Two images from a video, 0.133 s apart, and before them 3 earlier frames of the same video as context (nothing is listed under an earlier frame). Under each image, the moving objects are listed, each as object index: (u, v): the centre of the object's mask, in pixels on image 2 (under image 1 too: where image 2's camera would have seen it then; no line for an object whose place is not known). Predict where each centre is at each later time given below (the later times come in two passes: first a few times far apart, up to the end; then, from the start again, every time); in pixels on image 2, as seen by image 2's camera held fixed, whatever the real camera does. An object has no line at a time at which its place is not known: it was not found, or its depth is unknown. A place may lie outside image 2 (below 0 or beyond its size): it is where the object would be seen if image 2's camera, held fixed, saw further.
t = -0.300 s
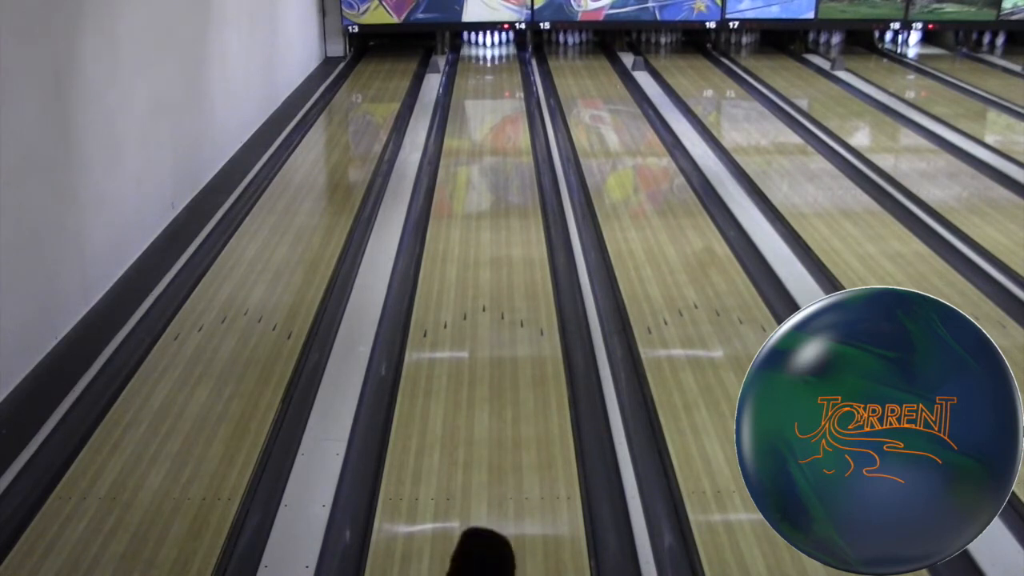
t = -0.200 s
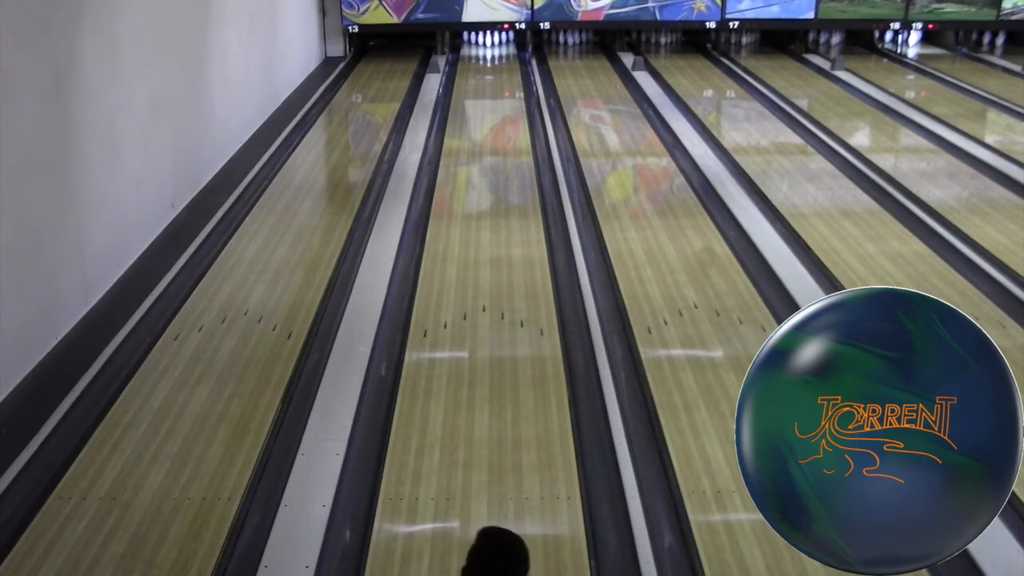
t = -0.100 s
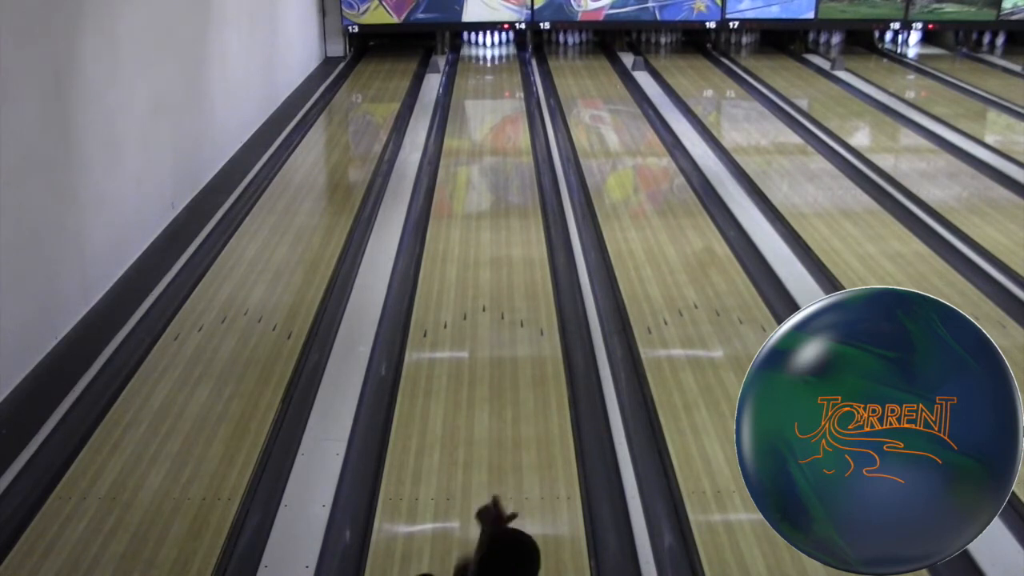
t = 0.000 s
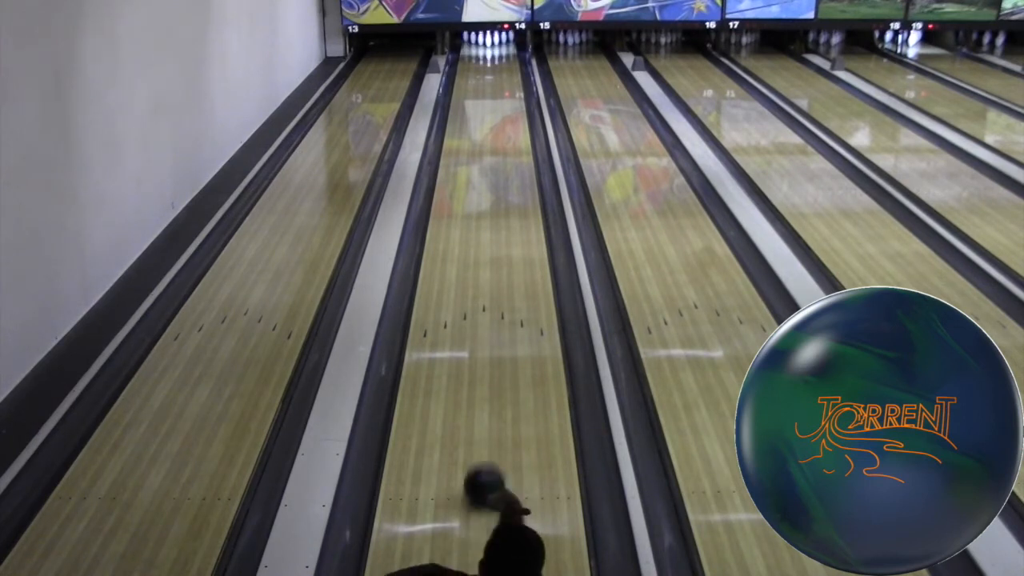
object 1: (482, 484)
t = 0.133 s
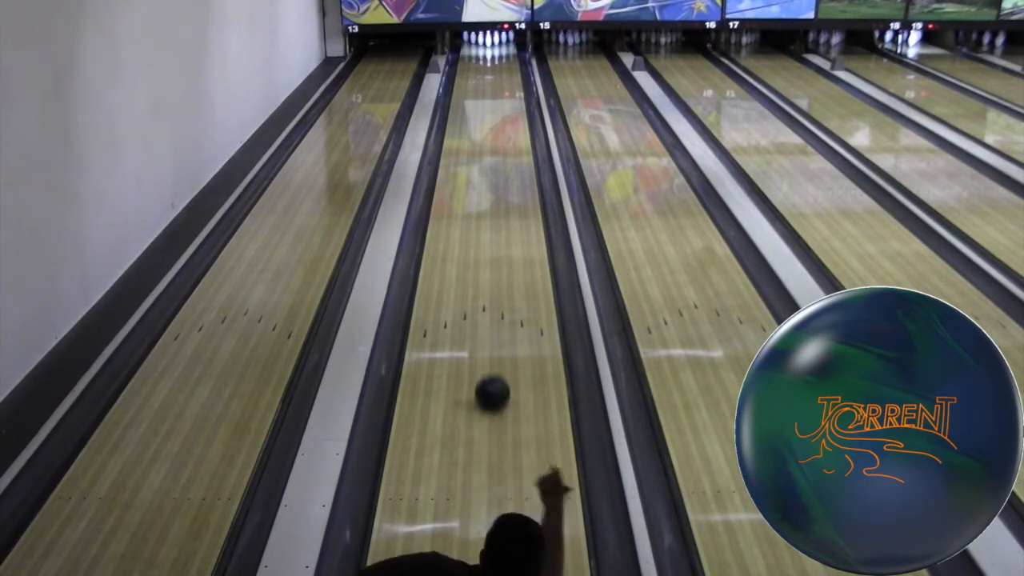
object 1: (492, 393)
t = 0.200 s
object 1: (495, 357)
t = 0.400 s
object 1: (502, 273)
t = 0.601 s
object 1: (506, 215)
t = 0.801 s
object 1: (509, 171)
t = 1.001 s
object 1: (510, 138)
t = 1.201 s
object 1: (511, 112)
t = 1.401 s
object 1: (512, 91)
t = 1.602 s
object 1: (510, 74)
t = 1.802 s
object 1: (506, 60)
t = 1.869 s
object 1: (504, 57)
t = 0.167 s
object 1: (494, 374)
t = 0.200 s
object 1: (495, 357)
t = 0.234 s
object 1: (497, 341)
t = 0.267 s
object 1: (498, 325)
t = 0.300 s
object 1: (499, 311)
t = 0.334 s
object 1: (500, 297)
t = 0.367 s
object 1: (501, 285)
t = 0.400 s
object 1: (502, 273)
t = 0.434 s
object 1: (503, 262)
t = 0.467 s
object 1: (504, 252)
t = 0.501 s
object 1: (505, 242)
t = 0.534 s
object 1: (505, 232)
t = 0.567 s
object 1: (506, 223)
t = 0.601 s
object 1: (506, 215)
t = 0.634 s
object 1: (507, 207)
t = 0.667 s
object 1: (507, 199)
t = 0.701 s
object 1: (508, 191)
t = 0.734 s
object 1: (508, 184)
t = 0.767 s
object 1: (509, 178)
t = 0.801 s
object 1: (509, 171)
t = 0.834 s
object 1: (509, 165)
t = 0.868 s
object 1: (509, 159)
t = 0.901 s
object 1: (510, 153)
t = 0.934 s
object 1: (510, 148)
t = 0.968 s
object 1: (510, 143)
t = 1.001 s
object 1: (510, 138)
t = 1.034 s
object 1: (511, 133)
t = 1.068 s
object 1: (511, 128)
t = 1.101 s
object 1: (511, 124)
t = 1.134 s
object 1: (511, 120)
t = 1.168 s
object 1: (511, 116)
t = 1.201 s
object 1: (511, 112)
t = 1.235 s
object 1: (512, 108)
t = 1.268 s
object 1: (511, 104)
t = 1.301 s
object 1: (512, 101)
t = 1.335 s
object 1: (512, 97)
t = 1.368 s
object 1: (512, 94)
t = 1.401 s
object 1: (512, 91)
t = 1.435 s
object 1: (511, 88)
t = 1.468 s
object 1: (511, 85)
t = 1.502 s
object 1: (511, 82)
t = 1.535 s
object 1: (511, 79)
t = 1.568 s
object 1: (510, 76)
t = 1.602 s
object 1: (510, 74)
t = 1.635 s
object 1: (509, 72)
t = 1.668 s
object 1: (509, 69)
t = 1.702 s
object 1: (508, 67)
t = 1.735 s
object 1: (507, 64)
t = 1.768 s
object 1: (506, 62)
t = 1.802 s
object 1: (506, 60)
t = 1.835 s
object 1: (505, 58)
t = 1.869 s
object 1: (504, 57)
